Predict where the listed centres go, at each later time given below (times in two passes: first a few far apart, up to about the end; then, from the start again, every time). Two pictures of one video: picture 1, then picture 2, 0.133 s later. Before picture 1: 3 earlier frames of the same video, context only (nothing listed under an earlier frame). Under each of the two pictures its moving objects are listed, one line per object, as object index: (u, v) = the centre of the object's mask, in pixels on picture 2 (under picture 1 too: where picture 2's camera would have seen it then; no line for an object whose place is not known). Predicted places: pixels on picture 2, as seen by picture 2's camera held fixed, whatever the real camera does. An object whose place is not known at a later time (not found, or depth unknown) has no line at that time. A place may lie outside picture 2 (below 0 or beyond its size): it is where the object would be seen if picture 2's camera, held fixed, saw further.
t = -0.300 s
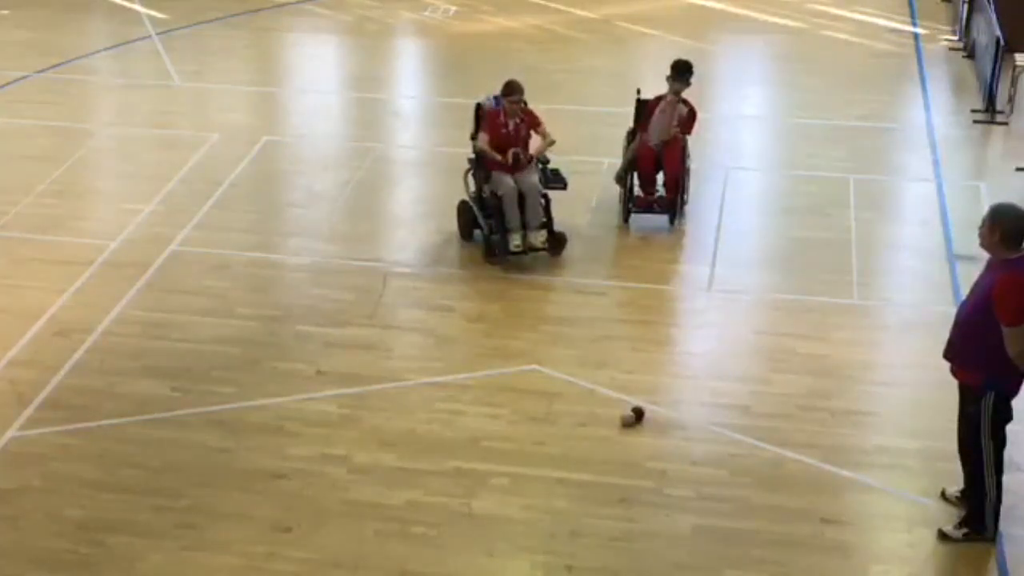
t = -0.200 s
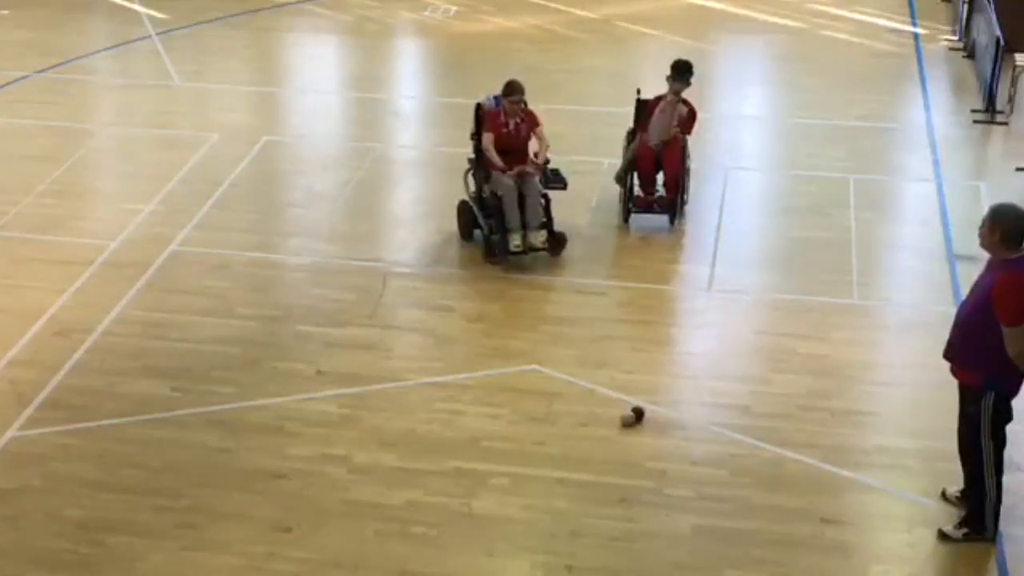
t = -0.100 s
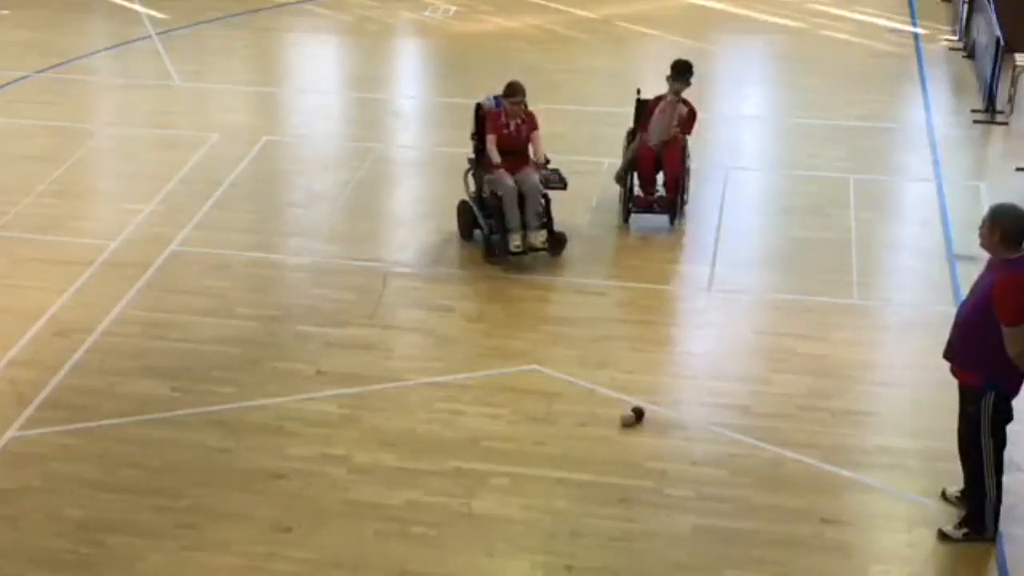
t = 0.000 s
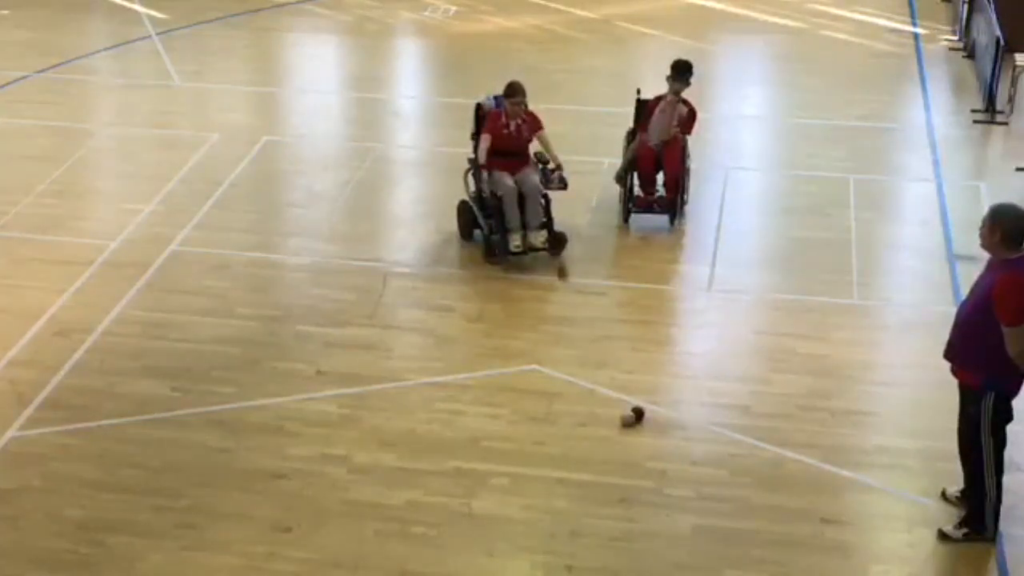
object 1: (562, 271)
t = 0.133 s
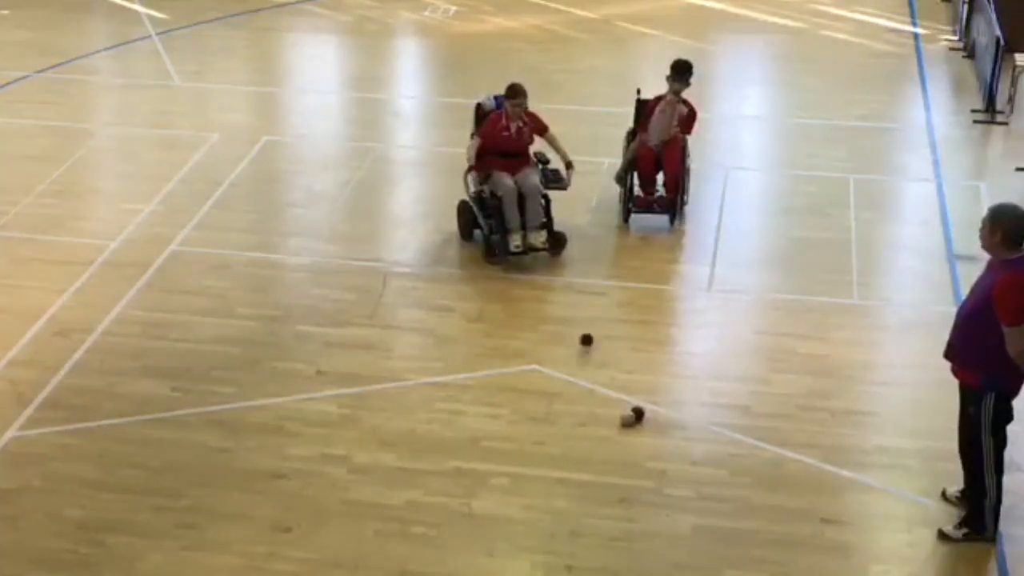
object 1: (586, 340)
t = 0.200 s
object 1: (594, 347)
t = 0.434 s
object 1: (623, 396)
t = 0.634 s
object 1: (639, 405)
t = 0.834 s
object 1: (646, 406)
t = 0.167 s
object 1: (590, 342)
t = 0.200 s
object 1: (594, 347)
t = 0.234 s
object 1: (598, 353)
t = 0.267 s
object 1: (602, 360)
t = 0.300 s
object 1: (607, 370)
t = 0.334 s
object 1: (611, 380)
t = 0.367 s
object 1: (615, 384)
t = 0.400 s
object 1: (619, 389)
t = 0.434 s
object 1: (623, 396)
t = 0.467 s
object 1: (626, 401)
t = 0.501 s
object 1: (630, 403)
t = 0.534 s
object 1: (634, 405)
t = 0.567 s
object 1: (636, 404)
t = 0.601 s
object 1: (638, 404)
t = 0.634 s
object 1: (639, 405)
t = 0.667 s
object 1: (641, 405)
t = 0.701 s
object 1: (642, 405)
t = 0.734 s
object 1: (643, 405)
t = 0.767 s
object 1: (644, 406)
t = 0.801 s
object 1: (645, 406)
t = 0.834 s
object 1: (646, 406)
